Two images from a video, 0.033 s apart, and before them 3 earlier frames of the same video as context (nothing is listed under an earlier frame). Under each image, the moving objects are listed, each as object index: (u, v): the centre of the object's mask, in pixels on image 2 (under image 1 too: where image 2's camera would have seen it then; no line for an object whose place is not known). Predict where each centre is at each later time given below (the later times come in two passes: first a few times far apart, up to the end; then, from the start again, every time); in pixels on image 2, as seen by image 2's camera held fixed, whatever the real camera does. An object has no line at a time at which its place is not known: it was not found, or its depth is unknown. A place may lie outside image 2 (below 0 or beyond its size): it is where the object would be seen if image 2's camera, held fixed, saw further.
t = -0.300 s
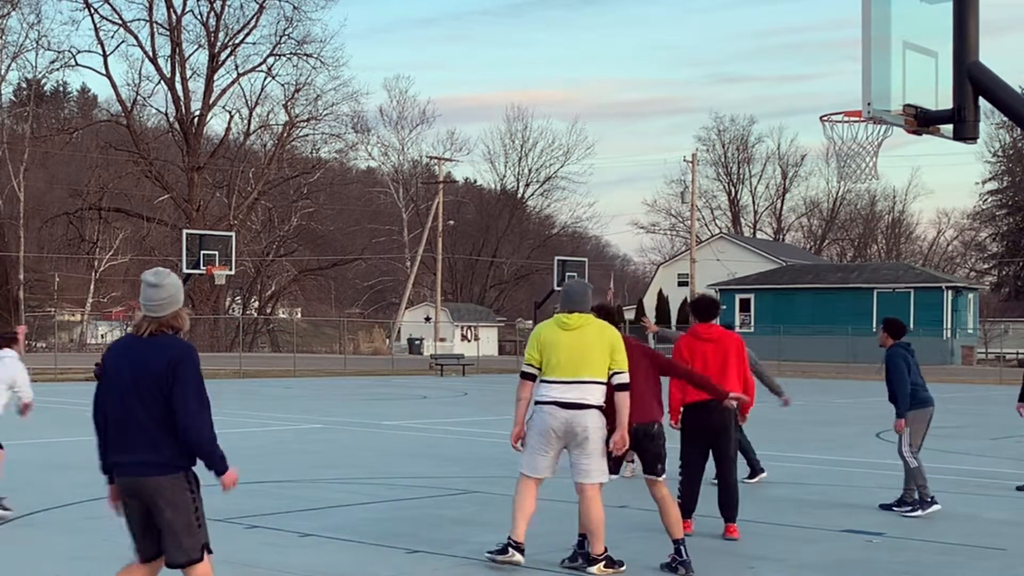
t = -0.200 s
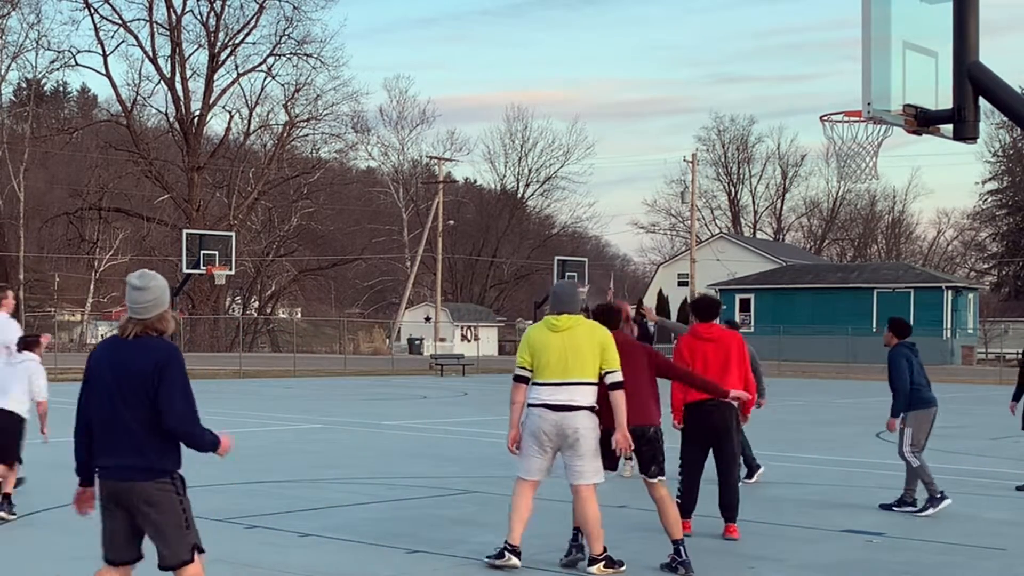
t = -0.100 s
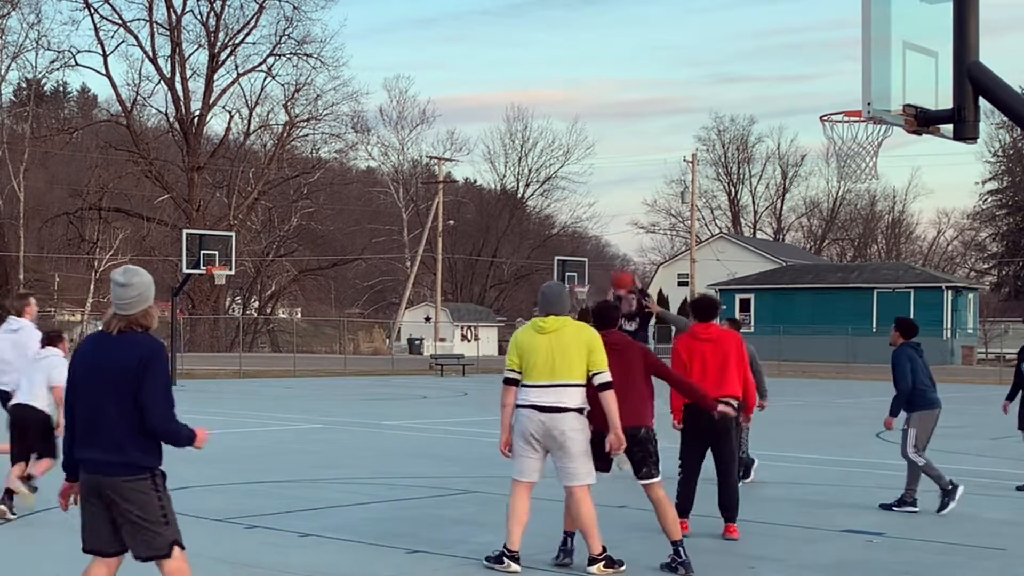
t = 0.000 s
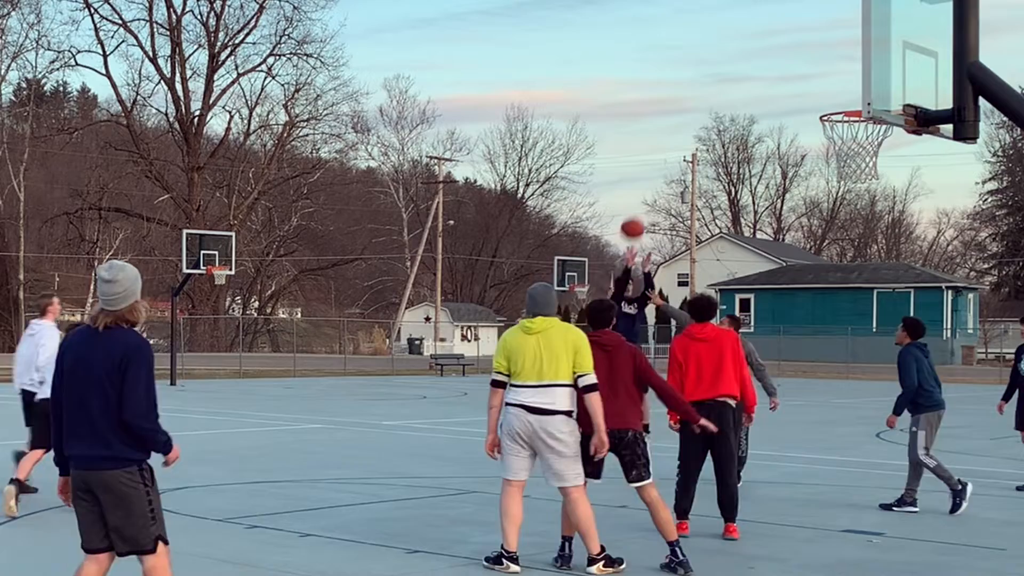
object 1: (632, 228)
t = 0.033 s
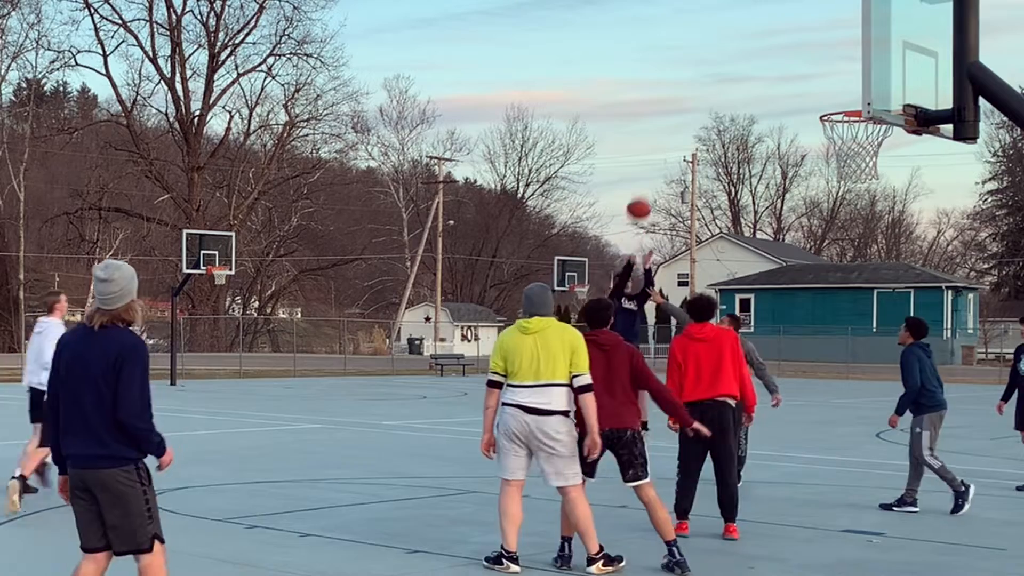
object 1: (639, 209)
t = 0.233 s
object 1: (679, 106)
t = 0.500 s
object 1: (739, 14)
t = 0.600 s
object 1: (765, 5)
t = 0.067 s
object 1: (645, 190)
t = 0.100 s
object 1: (651, 172)
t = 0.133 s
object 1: (658, 154)
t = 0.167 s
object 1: (665, 138)
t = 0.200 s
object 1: (672, 121)
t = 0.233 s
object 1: (679, 106)
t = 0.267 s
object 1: (686, 91)
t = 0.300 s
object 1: (693, 77)
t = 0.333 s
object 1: (700, 65)
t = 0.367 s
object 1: (708, 53)
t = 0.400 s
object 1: (716, 41)
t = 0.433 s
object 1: (723, 31)
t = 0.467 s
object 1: (731, 22)
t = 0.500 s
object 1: (739, 14)
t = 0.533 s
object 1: (748, 9)
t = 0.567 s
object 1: (756, 7)
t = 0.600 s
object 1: (765, 5)
